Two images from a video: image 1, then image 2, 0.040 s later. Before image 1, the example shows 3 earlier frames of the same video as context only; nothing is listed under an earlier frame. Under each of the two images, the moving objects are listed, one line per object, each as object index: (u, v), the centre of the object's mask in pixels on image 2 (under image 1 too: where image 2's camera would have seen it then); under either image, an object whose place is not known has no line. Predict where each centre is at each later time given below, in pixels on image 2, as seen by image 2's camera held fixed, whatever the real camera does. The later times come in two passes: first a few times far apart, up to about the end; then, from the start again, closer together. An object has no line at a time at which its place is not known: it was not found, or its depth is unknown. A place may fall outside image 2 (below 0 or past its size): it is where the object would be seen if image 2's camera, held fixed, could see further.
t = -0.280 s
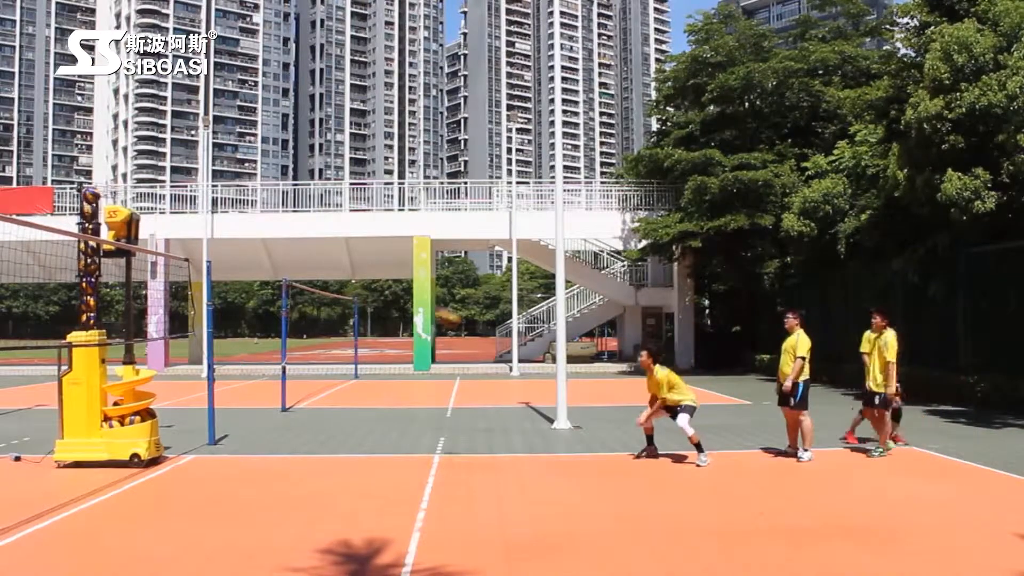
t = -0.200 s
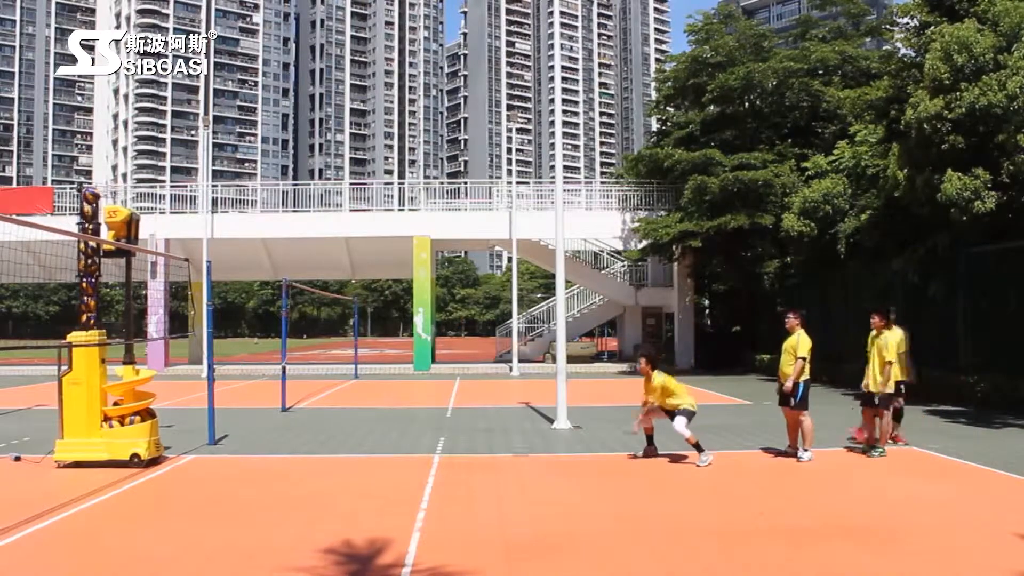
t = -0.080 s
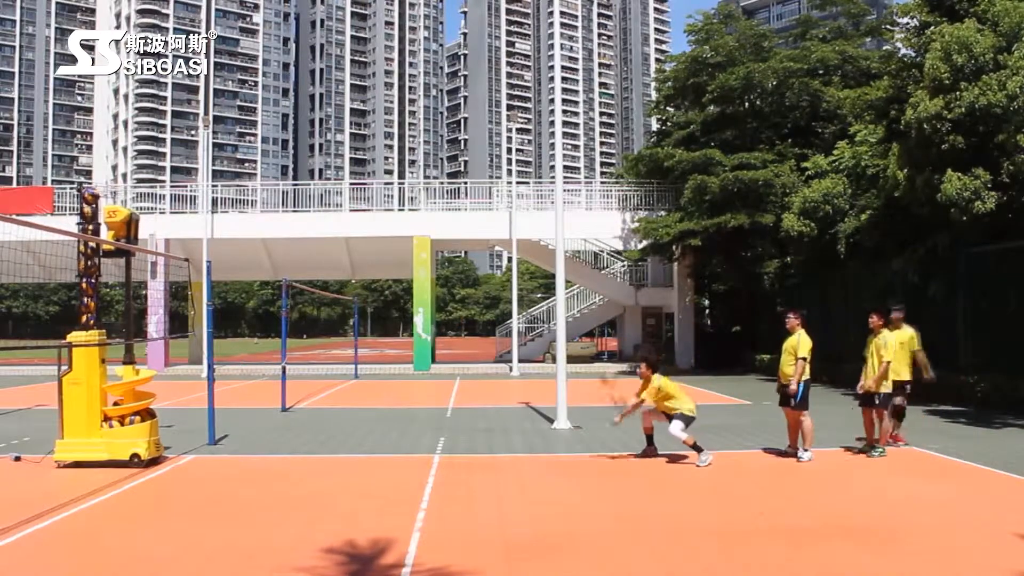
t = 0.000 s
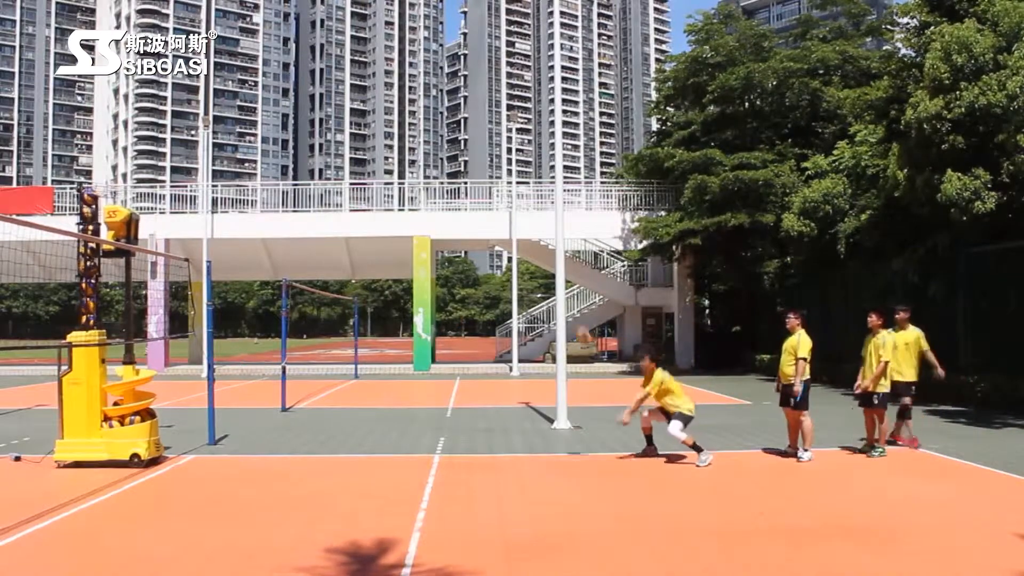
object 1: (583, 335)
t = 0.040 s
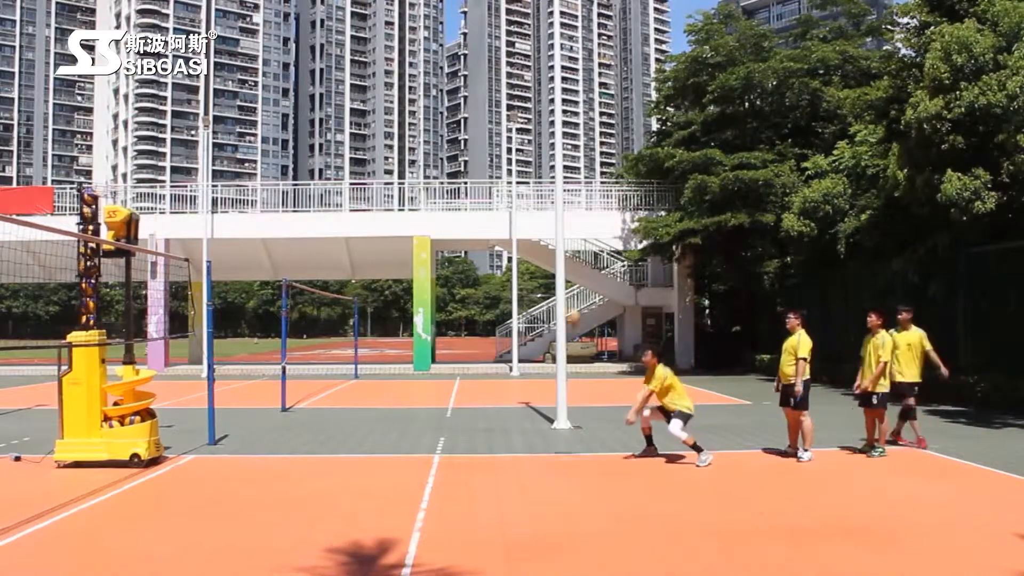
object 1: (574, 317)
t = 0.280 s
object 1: (503, 238)
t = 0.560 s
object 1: (413, 201)
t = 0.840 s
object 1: (326, 247)
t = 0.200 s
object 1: (526, 260)
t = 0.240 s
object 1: (513, 247)
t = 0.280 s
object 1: (503, 238)
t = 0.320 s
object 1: (491, 228)
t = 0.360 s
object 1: (480, 219)
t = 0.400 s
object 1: (464, 213)
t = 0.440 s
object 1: (449, 207)
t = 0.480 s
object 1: (435, 203)
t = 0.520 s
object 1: (424, 202)
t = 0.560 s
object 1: (413, 201)
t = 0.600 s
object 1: (400, 203)
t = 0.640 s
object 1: (389, 205)
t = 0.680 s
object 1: (377, 211)
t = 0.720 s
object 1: (366, 215)
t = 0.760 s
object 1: (354, 222)
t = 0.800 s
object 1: (343, 230)
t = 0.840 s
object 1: (326, 247)
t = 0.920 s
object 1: (297, 274)
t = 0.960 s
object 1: (286, 291)
